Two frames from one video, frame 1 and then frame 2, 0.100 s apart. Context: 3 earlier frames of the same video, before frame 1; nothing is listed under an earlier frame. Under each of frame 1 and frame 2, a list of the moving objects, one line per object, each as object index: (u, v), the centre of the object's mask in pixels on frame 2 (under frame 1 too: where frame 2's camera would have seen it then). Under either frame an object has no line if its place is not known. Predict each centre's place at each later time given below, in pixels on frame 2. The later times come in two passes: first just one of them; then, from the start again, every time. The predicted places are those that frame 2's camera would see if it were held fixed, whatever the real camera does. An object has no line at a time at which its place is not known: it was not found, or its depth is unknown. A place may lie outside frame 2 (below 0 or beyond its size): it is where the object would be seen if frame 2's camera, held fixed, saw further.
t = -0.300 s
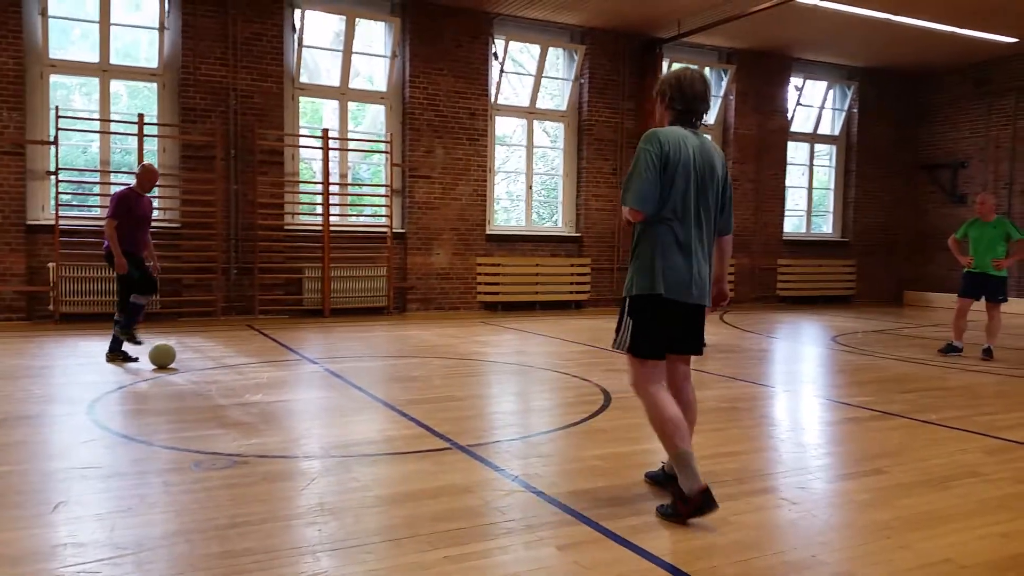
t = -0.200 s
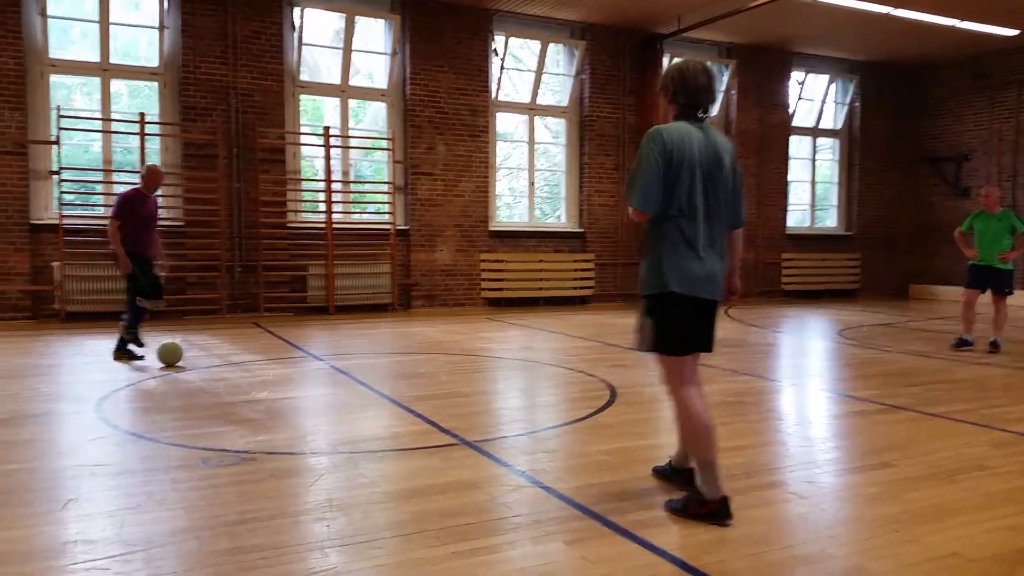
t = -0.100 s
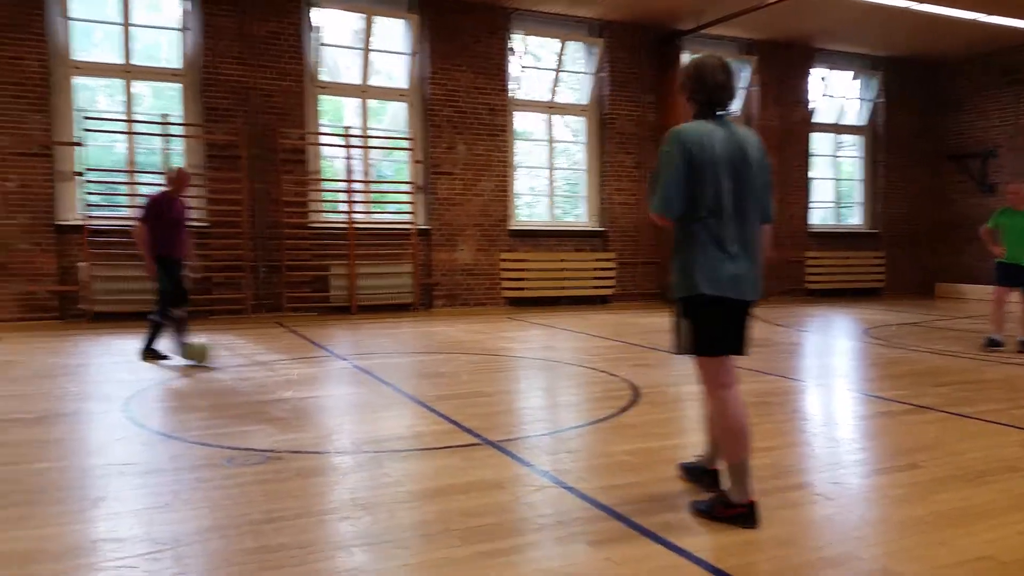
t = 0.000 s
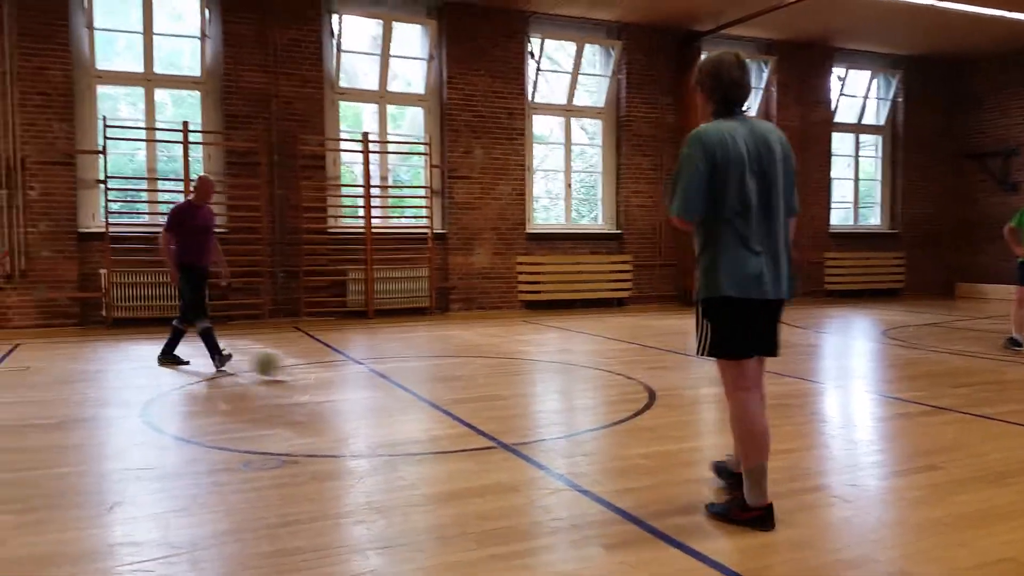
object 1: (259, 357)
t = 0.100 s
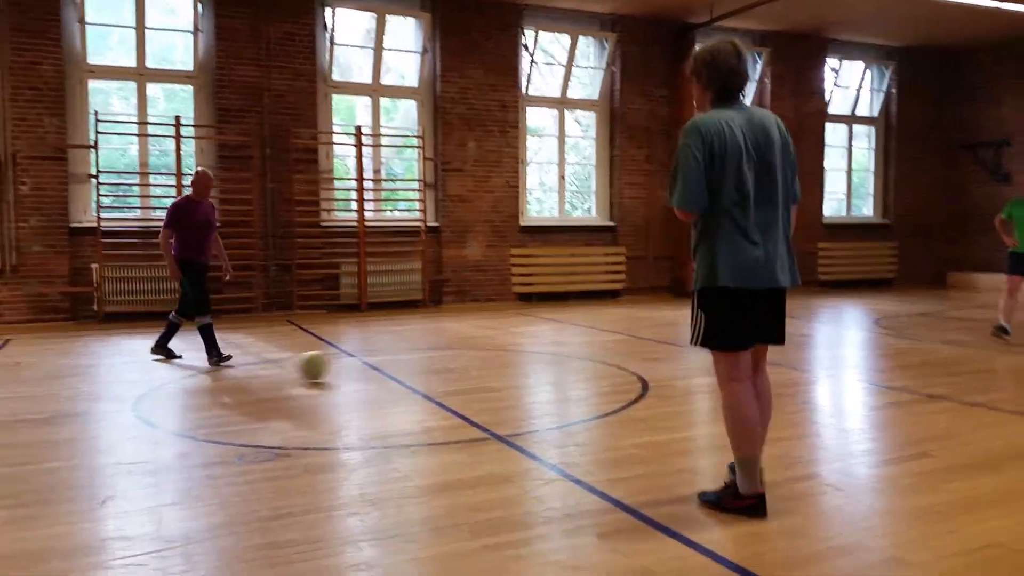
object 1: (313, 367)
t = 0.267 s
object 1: (408, 384)
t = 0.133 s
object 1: (330, 369)
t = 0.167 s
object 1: (349, 373)
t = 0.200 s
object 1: (369, 379)
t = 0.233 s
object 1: (387, 380)
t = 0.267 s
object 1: (408, 384)
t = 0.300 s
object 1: (428, 389)
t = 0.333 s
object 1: (447, 392)
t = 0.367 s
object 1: (469, 396)
